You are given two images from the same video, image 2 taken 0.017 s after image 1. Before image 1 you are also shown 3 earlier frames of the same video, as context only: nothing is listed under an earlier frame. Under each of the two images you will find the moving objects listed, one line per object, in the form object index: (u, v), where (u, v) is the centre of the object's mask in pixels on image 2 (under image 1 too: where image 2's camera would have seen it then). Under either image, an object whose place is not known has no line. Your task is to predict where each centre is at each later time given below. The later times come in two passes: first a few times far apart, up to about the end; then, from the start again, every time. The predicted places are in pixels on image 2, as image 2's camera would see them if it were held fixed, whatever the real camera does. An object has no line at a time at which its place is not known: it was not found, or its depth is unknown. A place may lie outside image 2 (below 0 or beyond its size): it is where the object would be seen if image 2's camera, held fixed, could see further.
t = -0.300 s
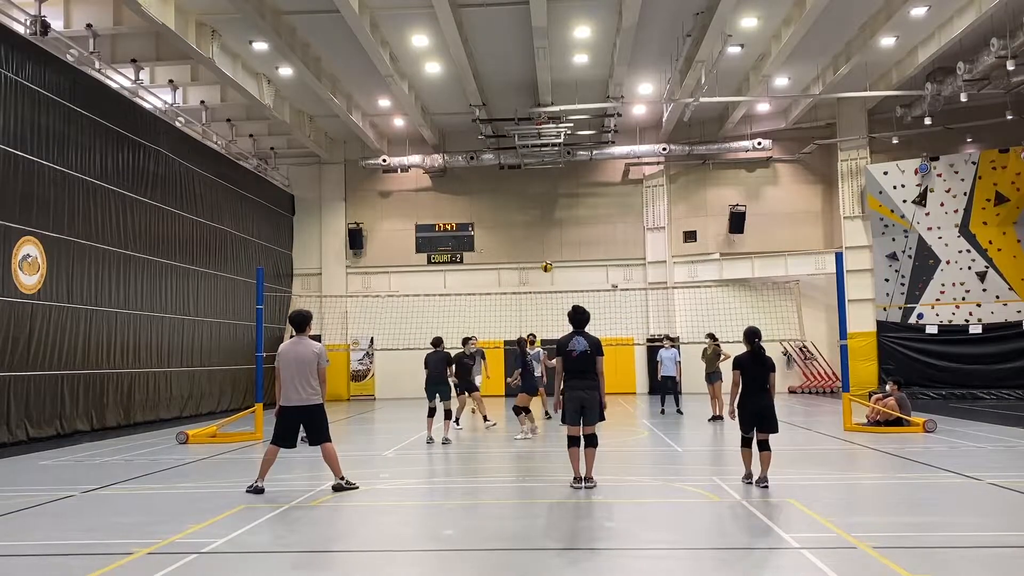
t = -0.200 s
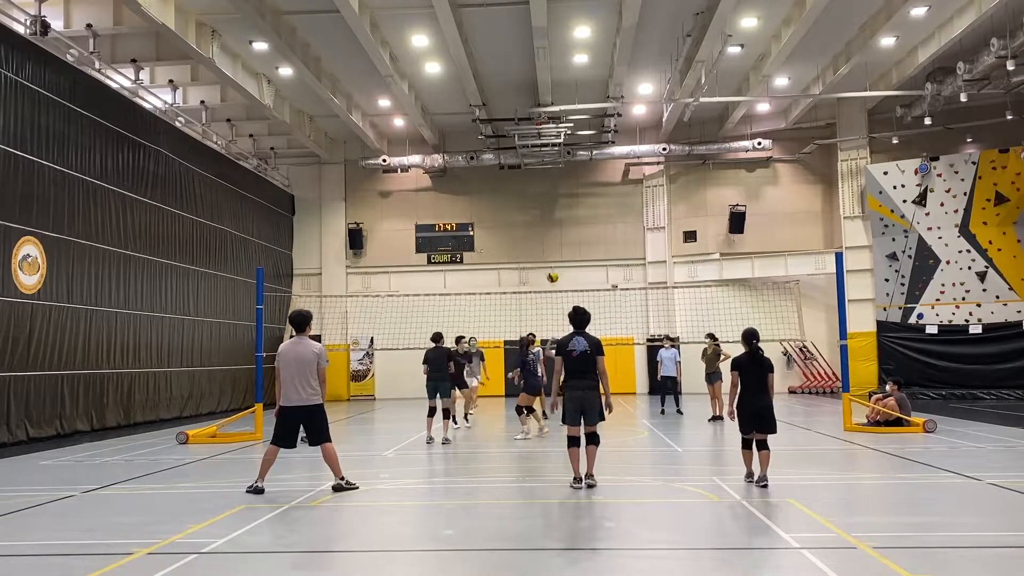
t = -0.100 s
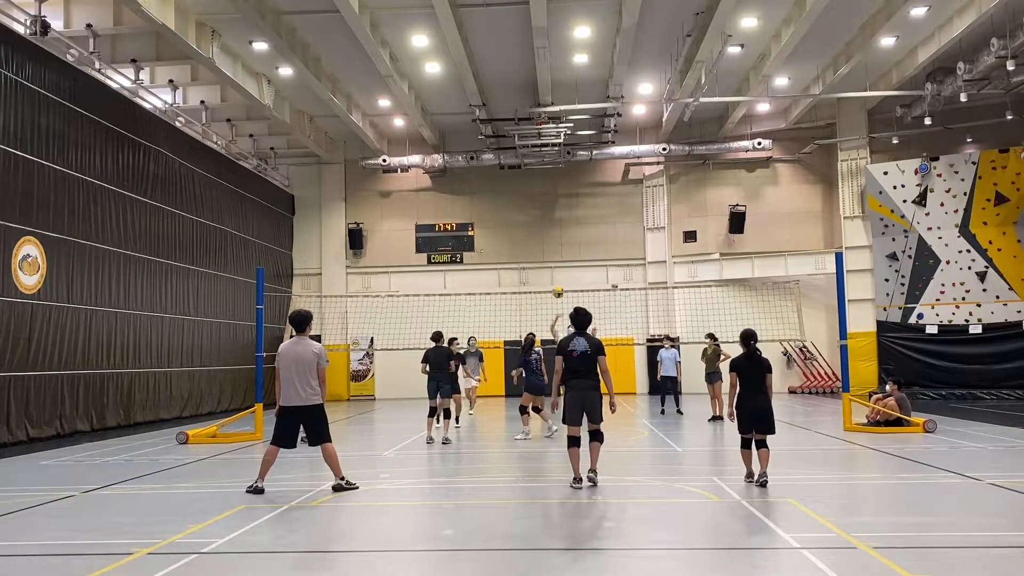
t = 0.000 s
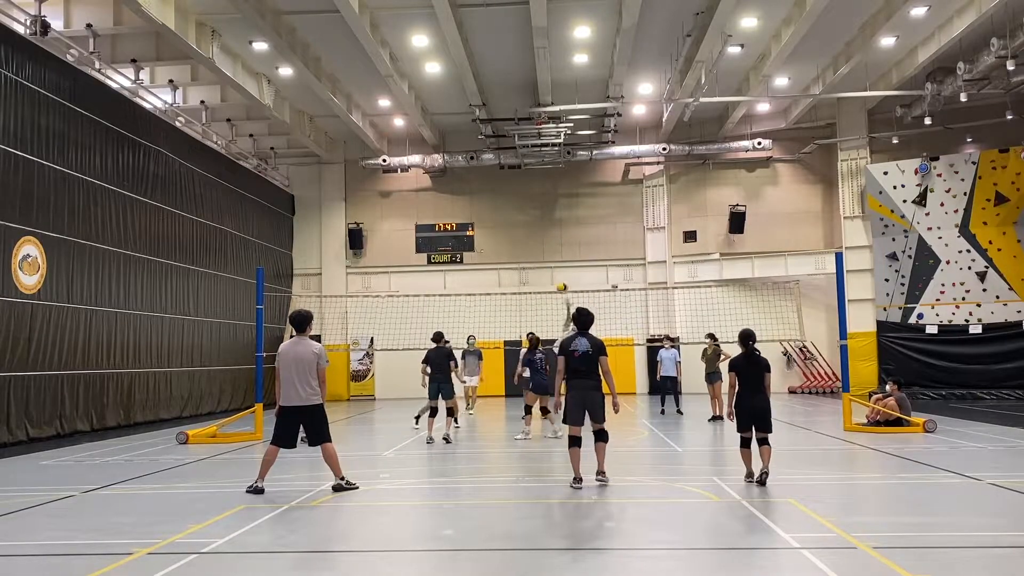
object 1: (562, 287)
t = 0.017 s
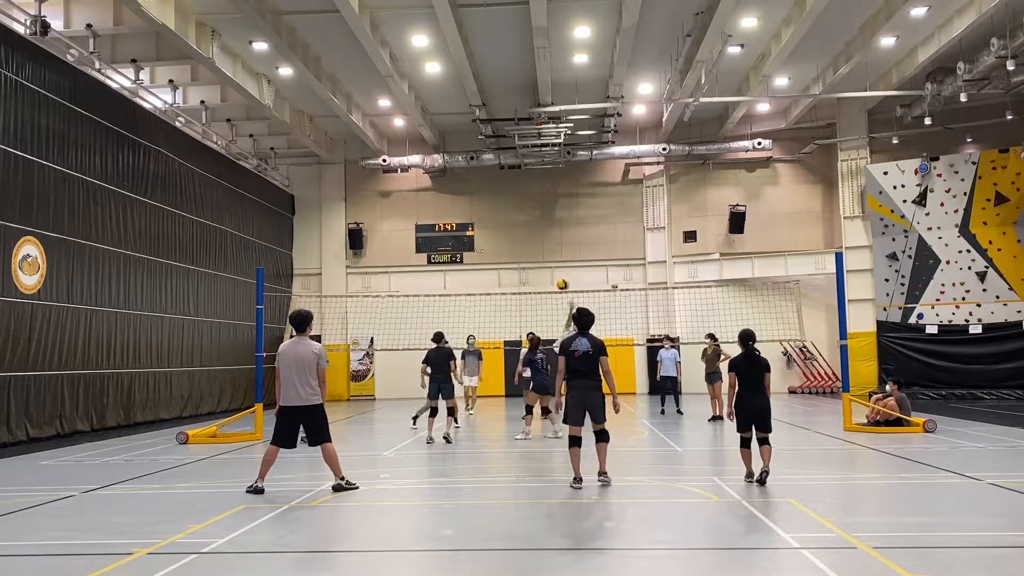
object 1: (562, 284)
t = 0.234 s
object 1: (571, 246)
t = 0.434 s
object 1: (581, 231)
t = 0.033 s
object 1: (563, 281)
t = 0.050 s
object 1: (564, 277)
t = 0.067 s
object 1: (564, 274)
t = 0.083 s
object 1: (567, 269)
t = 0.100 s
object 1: (567, 265)
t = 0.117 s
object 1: (567, 262)
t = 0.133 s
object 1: (567, 260)
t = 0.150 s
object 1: (568, 257)
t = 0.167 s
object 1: (569, 255)
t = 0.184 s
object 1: (569, 252)
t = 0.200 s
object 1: (570, 250)
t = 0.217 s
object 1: (570, 248)
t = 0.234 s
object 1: (571, 246)
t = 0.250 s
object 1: (572, 243)
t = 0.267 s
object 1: (573, 242)
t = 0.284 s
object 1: (573, 240)
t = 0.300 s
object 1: (574, 238)
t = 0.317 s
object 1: (575, 237)
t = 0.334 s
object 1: (576, 235)
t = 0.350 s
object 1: (577, 234)
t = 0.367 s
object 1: (577, 233)
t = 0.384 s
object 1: (579, 232)
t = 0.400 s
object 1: (579, 232)
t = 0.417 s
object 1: (581, 231)
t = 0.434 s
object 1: (581, 231)
